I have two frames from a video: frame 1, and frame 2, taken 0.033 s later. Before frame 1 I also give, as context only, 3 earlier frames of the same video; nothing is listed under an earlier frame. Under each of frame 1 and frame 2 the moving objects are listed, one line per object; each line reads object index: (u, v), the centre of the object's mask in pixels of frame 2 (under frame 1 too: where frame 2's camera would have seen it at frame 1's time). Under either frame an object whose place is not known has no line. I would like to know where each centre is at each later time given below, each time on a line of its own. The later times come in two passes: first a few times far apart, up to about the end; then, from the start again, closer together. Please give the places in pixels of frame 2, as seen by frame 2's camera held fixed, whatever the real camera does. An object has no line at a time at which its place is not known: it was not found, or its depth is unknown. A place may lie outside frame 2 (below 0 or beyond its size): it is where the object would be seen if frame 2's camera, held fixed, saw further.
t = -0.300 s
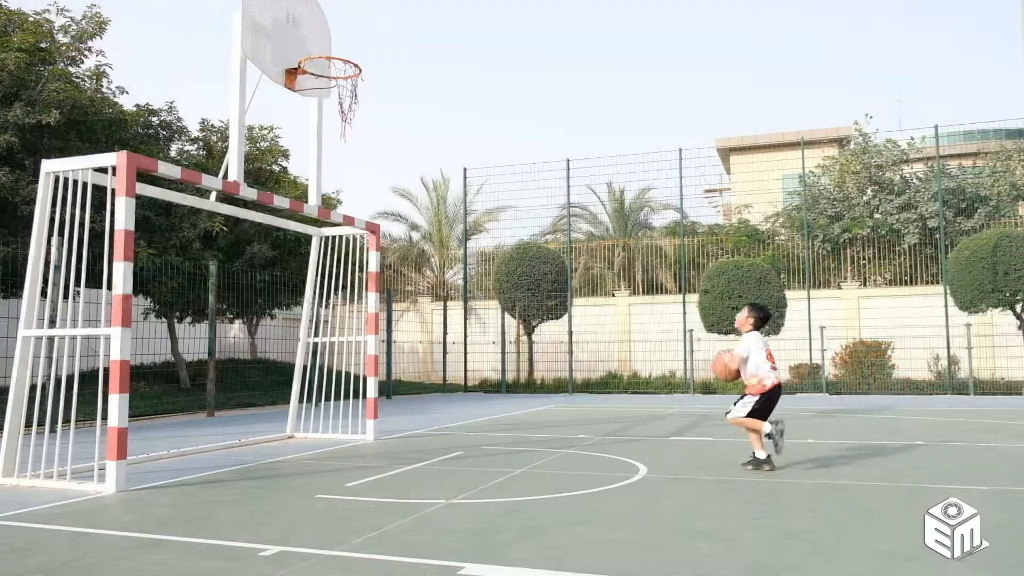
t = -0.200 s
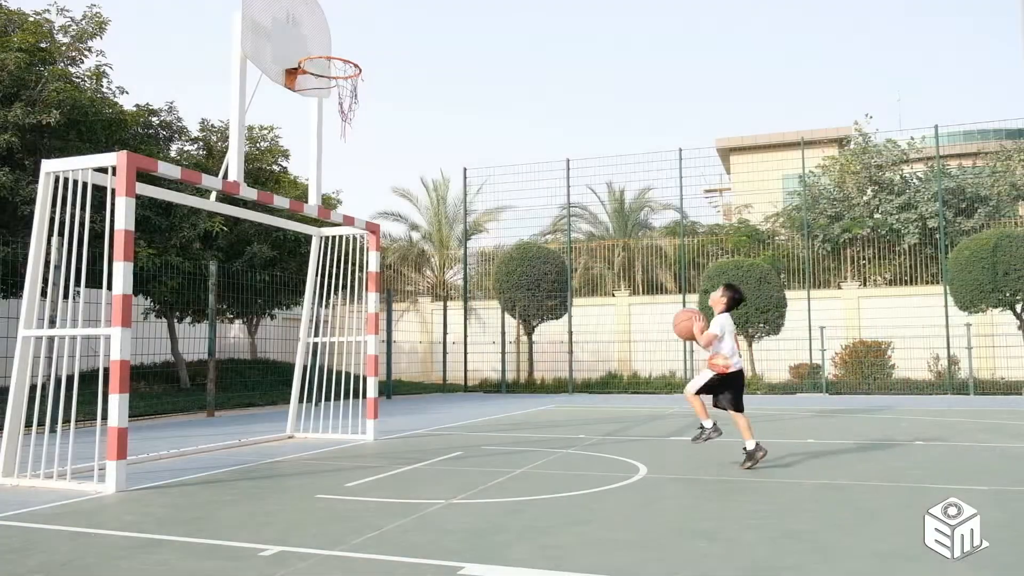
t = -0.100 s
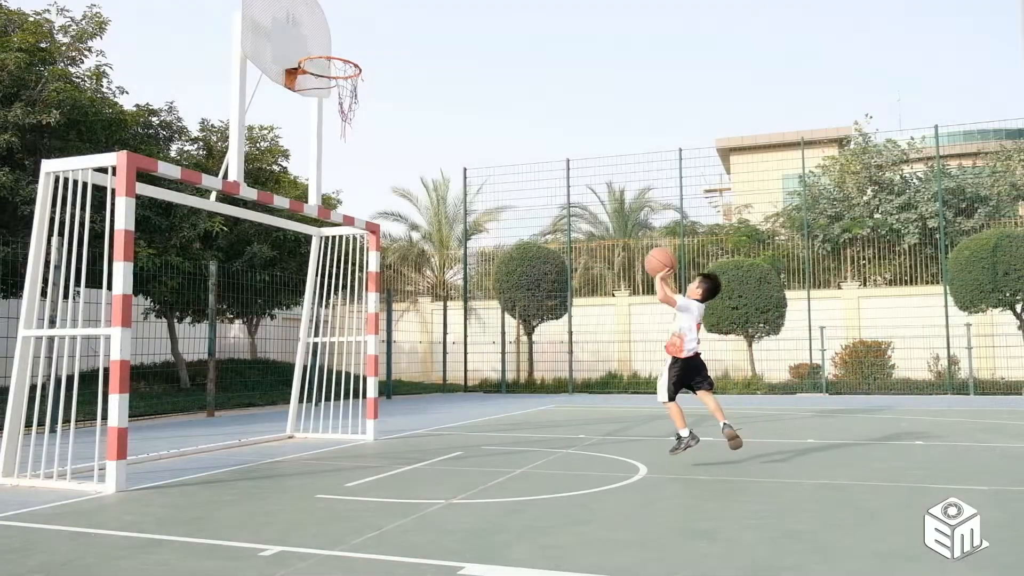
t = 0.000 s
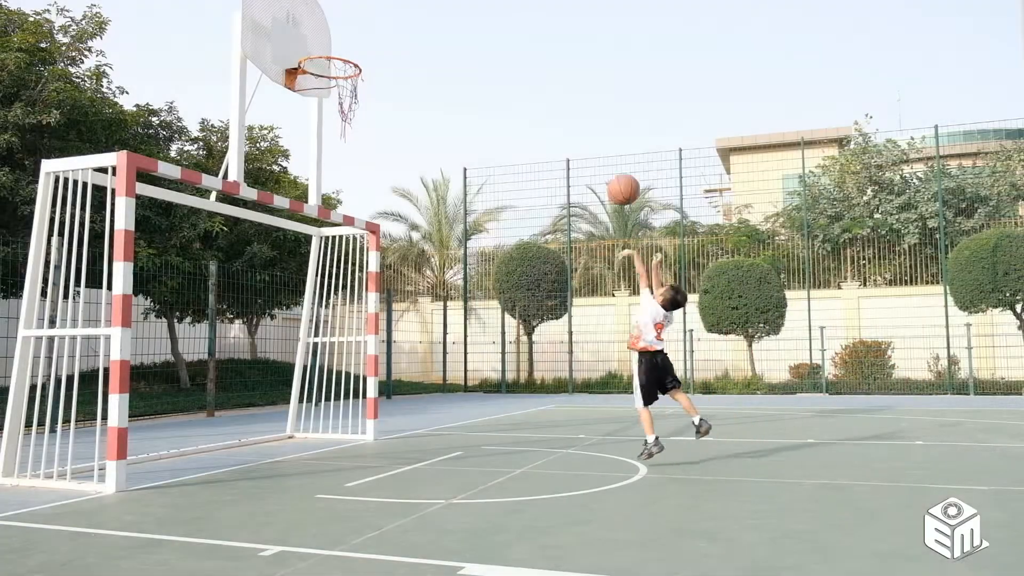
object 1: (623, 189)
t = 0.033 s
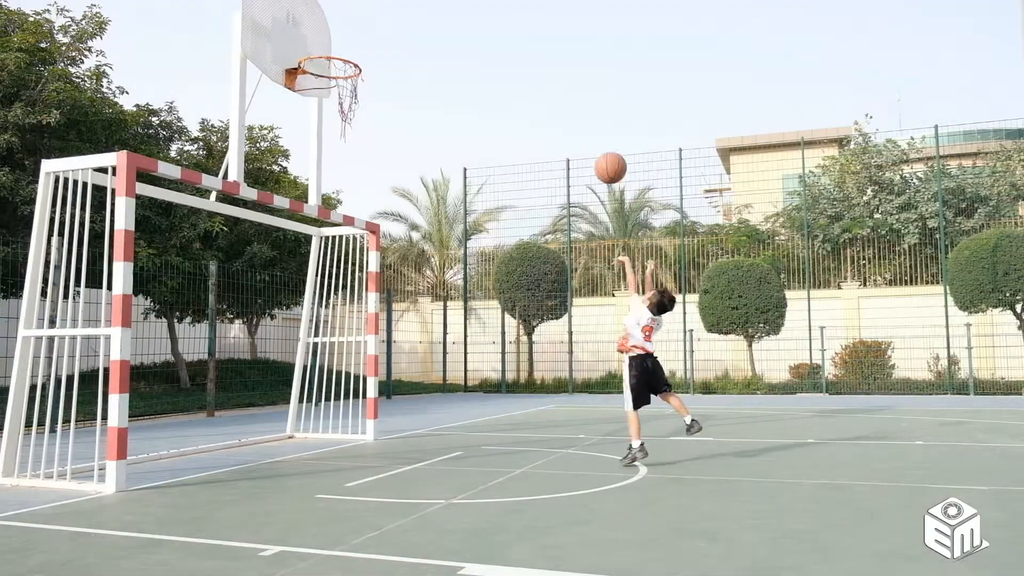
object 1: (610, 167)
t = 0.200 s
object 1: (549, 84)
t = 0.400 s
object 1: (480, 33)
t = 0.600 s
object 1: (414, 32)
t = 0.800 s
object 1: (390, 62)
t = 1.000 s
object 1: (459, 97)
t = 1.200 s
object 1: (530, 184)
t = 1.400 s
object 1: (603, 328)
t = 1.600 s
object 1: (665, 398)
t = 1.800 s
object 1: (707, 276)
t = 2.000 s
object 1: (749, 207)
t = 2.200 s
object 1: (793, 191)
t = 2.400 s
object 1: (840, 227)
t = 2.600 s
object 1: (888, 319)
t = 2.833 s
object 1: (943, 416)
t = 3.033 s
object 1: (982, 316)
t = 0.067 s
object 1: (598, 147)
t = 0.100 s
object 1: (585, 129)
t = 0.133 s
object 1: (573, 112)
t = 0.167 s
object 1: (561, 97)
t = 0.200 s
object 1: (549, 84)
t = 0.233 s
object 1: (537, 71)
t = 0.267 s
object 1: (525, 61)
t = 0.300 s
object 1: (514, 51)
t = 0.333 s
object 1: (502, 44)
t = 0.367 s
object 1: (491, 38)
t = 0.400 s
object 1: (480, 33)
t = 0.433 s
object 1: (469, 29)
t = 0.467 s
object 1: (457, 27)
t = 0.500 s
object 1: (447, 26)
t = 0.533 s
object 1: (436, 27)
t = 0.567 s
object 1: (425, 29)
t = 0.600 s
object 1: (414, 32)
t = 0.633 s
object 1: (404, 37)
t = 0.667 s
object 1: (393, 43)
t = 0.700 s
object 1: (383, 50)
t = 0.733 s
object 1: (372, 59)
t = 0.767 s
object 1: (379, 61)
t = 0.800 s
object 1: (390, 62)
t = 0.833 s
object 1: (401, 64)
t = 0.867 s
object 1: (413, 68)
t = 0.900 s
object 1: (424, 73)
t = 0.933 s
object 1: (436, 79)
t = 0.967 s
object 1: (447, 87)
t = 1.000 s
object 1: (459, 97)
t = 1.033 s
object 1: (471, 107)
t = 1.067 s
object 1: (483, 120)
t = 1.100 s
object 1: (494, 133)
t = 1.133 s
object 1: (506, 148)
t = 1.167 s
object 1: (518, 165)
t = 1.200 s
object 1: (530, 184)
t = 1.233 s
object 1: (542, 204)
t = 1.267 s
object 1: (554, 225)
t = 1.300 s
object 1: (566, 248)
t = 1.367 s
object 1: (590, 299)
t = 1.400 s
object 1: (603, 328)
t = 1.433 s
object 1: (615, 358)
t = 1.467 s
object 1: (628, 389)
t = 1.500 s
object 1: (640, 422)
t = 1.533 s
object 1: (651, 451)
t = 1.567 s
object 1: (658, 424)
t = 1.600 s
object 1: (665, 398)
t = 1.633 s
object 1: (672, 374)
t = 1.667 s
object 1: (679, 351)
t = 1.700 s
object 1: (686, 330)
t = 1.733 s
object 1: (693, 311)
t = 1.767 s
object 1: (700, 292)
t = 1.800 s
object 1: (707, 276)
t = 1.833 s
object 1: (714, 260)
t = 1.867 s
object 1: (721, 247)
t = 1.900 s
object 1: (728, 235)
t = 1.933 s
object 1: (735, 224)
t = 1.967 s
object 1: (743, 215)
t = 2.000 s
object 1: (749, 207)
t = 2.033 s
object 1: (757, 201)
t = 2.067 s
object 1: (764, 196)
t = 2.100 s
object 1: (771, 193)
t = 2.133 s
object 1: (779, 191)
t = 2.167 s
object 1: (786, 190)
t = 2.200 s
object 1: (793, 191)
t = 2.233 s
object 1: (801, 193)
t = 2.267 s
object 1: (809, 197)
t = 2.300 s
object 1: (816, 202)
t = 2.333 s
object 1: (824, 209)
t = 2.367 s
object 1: (831, 217)
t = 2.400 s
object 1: (840, 227)
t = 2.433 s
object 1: (848, 239)
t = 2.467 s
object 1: (855, 251)
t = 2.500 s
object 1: (863, 266)
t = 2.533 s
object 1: (871, 282)
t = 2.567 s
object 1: (879, 300)
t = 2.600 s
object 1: (888, 319)
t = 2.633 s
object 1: (896, 340)
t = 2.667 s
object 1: (904, 363)
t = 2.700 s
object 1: (913, 387)
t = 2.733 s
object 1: (921, 413)
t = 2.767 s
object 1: (929, 440)
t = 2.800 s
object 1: (936, 438)
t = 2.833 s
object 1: (943, 416)
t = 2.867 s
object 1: (949, 395)
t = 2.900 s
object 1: (955, 376)
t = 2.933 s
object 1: (962, 359)
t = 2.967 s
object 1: (969, 343)
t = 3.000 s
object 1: (975, 329)
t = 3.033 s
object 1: (982, 316)
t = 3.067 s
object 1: (988, 304)
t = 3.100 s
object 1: (995, 294)
